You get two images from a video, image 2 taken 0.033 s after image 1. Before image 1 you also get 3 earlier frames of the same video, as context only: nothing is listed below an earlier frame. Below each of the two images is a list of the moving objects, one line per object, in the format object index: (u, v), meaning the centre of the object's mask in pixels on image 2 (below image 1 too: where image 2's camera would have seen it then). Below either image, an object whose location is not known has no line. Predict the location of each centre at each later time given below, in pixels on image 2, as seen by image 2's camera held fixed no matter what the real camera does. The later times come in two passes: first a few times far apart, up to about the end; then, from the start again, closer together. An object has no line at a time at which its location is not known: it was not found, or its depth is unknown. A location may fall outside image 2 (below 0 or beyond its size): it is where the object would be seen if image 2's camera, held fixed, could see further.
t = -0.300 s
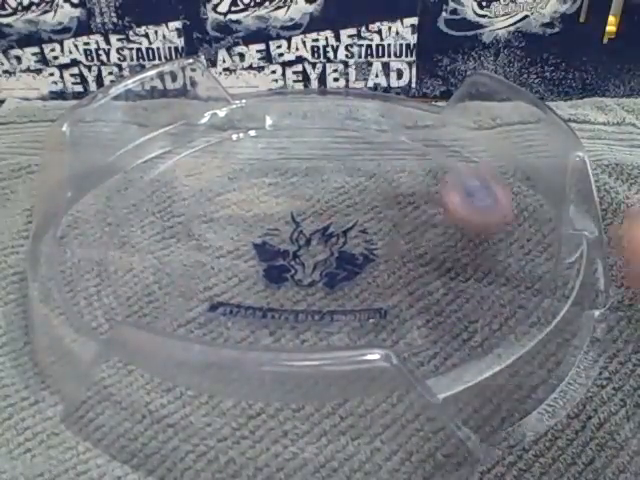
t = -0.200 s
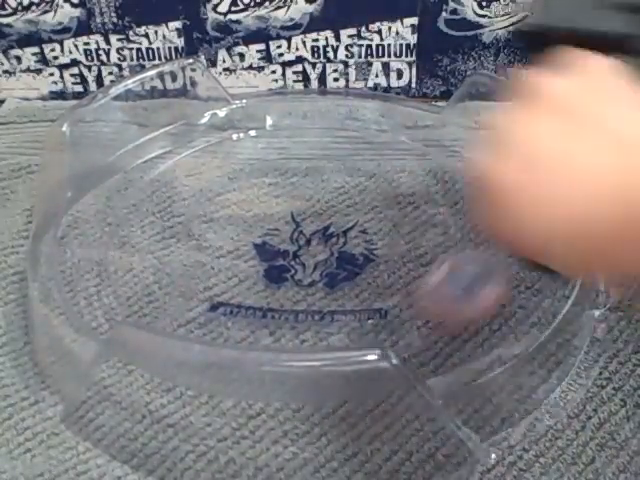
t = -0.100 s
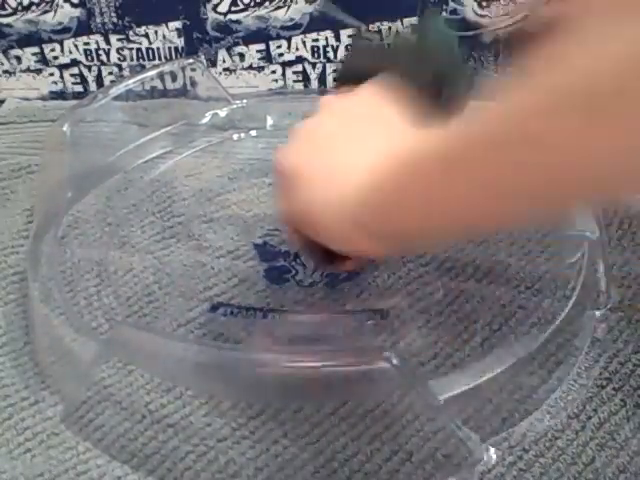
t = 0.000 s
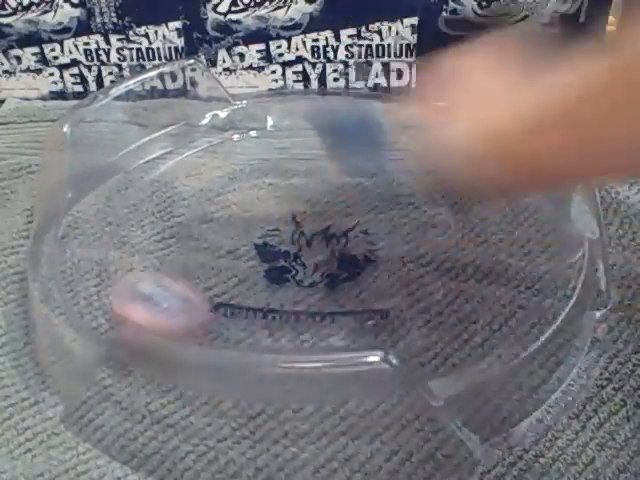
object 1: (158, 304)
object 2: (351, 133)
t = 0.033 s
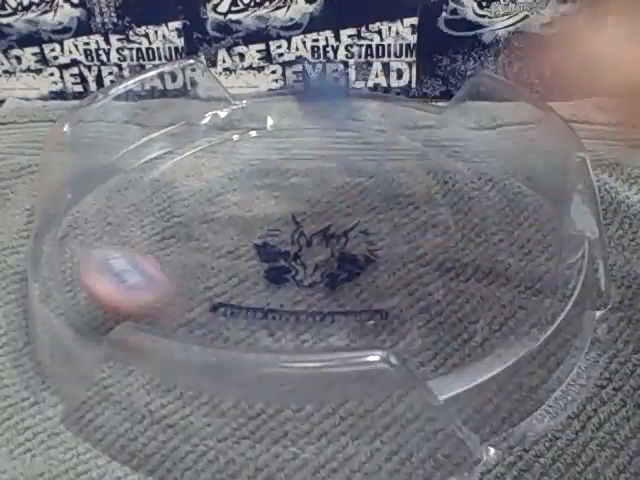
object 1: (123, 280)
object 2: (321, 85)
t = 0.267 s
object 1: (191, 143)
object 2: (186, 108)
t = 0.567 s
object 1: (478, 239)
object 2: (404, 211)
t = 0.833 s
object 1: (176, 310)
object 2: (382, 98)
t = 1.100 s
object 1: (230, 165)
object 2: (307, 239)
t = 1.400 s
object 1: (337, 99)
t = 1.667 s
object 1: (273, 82)
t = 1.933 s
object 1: (308, 96)
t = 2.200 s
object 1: (307, 96)
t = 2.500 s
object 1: (308, 96)
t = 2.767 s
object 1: (309, 96)
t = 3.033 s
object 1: (309, 96)
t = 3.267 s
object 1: (309, 95)
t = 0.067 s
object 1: (105, 256)
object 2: (289, 51)
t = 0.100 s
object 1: (99, 230)
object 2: (256, 35)
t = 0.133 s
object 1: (103, 205)
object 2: (231, 32)
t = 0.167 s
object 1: (116, 184)
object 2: (209, 41)
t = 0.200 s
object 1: (136, 164)
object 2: (192, 66)
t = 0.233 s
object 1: (163, 143)
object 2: (188, 80)
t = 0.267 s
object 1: (191, 143)
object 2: (186, 108)
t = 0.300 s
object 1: (234, 136)
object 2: (194, 119)
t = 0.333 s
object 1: (261, 129)
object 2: (203, 146)
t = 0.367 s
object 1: (303, 132)
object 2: (215, 187)
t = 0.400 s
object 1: (344, 140)
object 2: (237, 200)
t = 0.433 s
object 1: (381, 151)
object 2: (264, 224)
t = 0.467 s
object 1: (417, 166)
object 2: (297, 231)
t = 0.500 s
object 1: (443, 184)
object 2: (325, 231)
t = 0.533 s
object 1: (467, 211)
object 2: (368, 224)
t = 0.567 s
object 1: (478, 239)
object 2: (404, 211)
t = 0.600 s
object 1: (480, 265)
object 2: (430, 191)
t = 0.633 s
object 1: (460, 290)
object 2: (448, 165)
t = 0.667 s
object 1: (420, 315)
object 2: (451, 138)
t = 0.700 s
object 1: (378, 328)
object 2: (438, 121)
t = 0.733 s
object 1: (317, 331)
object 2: (427, 113)
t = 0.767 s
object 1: (264, 332)
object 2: (412, 106)
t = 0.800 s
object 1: (216, 324)
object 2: (398, 99)
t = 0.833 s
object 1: (176, 310)
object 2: (382, 98)
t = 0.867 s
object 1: (148, 291)
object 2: (368, 100)
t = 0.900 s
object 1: (131, 272)
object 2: (355, 108)
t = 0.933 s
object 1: (124, 249)
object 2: (337, 120)
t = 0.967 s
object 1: (127, 227)
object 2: (317, 139)
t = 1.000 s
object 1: (143, 207)
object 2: (294, 165)
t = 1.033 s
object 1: (164, 191)
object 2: (285, 190)
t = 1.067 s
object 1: (194, 176)
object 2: (287, 217)
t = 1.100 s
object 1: (230, 165)
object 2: (307, 239)
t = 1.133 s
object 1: (272, 156)
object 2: (340, 256)
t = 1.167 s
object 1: (315, 153)
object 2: (383, 261)
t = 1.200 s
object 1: (352, 152)
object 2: (429, 252)
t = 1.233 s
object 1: (396, 159)
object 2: (475, 236)
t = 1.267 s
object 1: (434, 168)
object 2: (504, 215)
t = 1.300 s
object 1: (447, 173)
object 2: (531, 192)
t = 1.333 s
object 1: (412, 142)
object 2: (618, 191)
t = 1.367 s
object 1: (372, 117)
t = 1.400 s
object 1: (337, 99)
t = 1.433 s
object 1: (299, 84)
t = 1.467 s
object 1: (269, 74)
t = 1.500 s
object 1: (250, 67)
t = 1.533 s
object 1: (254, 54)
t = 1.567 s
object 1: (259, 56)
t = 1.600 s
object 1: (262, 75)
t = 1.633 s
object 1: (266, 95)
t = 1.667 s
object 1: (273, 82)
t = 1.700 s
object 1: (282, 80)
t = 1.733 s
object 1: (294, 95)
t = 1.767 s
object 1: (302, 98)
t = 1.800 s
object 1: (302, 96)
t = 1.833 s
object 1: (302, 96)
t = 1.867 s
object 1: (306, 95)
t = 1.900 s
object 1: (308, 96)
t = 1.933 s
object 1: (308, 96)
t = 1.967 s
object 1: (307, 96)
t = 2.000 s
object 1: (307, 96)
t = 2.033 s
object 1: (308, 96)
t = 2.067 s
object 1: (308, 96)
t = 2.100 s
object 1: (307, 96)
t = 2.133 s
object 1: (308, 96)
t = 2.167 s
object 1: (308, 96)
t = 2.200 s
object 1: (307, 96)
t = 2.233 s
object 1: (308, 96)
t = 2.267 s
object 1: (308, 96)
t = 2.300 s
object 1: (308, 96)
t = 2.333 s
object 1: (308, 96)
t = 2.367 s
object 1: (308, 96)
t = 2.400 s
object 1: (308, 96)
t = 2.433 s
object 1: (308, 96)
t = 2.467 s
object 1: (308, 96)
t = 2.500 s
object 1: (308, 96)
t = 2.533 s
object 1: (308, 96)
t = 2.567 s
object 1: (309, 96)
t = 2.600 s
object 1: (309, 96)
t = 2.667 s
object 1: (309, 95)
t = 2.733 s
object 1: (309, 95)
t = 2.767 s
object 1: (309, 96)
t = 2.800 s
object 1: (309, 96)
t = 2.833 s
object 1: (309, 96)
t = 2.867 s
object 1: (310, 96)
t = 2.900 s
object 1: (310, 96)
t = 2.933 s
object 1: (310, 96)
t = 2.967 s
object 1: (310, 96)
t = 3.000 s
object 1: (310, 96)
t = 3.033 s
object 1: (309, 96)
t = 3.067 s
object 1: (309, 96)
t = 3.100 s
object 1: (308, 95)
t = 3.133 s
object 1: (307, 96)
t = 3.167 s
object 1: (308, 95)
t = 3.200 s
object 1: (308, 95)
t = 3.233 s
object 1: (308, 95)
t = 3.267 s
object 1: (309, 95)
